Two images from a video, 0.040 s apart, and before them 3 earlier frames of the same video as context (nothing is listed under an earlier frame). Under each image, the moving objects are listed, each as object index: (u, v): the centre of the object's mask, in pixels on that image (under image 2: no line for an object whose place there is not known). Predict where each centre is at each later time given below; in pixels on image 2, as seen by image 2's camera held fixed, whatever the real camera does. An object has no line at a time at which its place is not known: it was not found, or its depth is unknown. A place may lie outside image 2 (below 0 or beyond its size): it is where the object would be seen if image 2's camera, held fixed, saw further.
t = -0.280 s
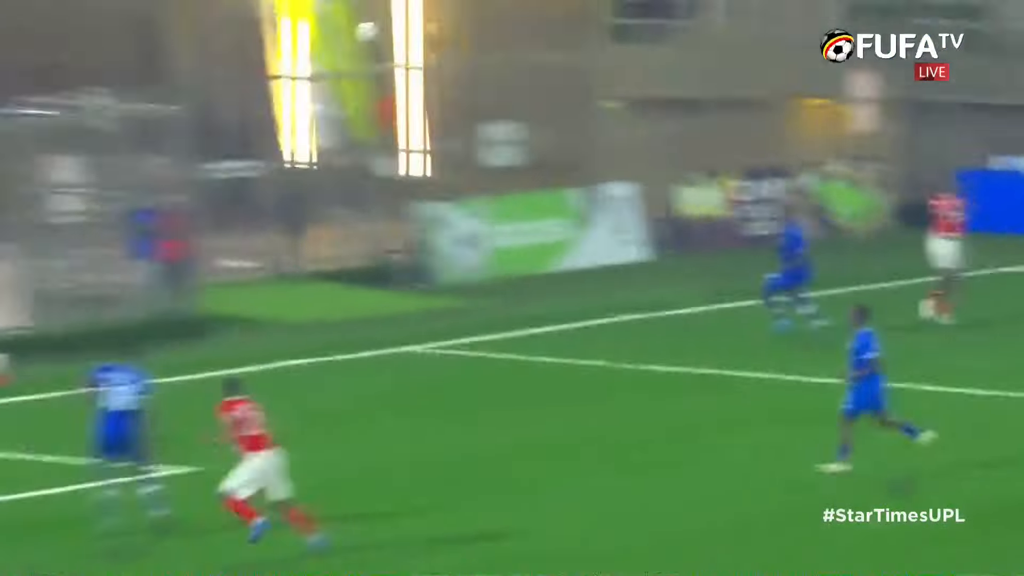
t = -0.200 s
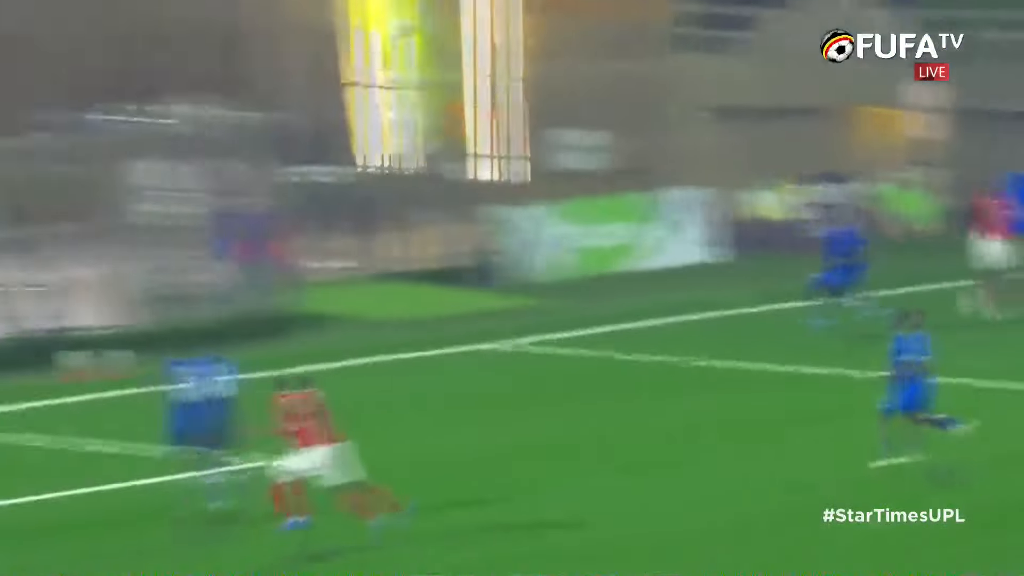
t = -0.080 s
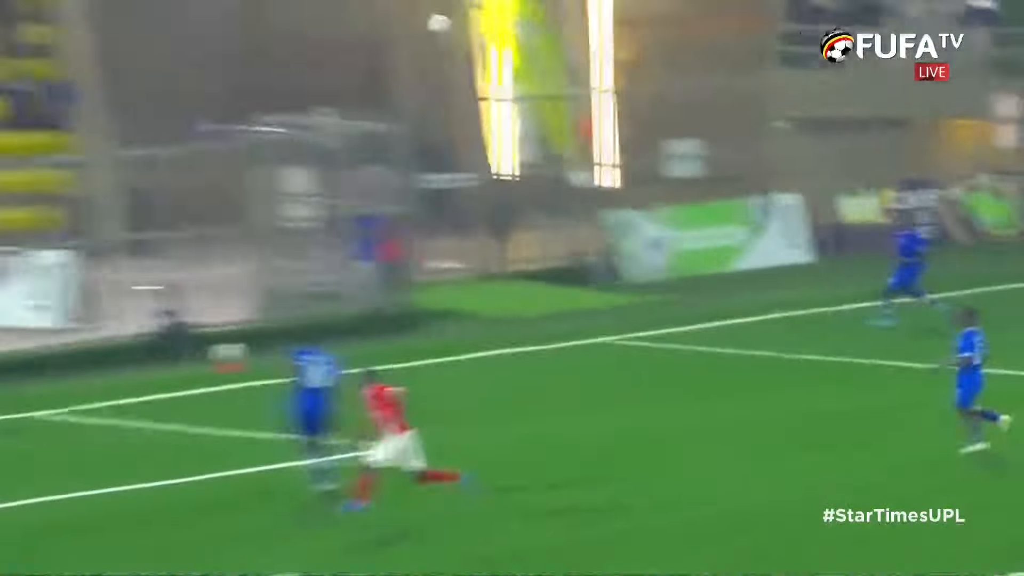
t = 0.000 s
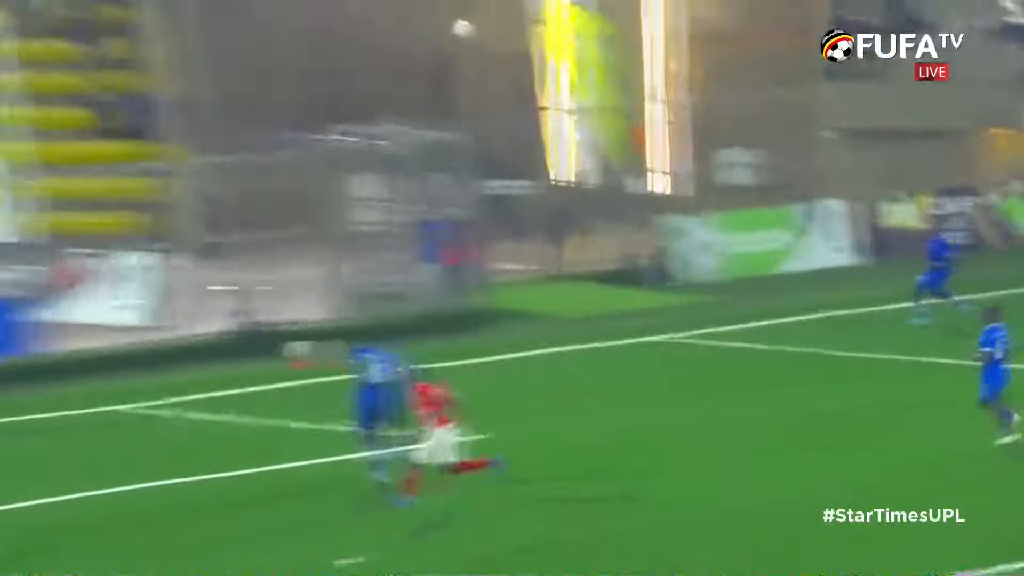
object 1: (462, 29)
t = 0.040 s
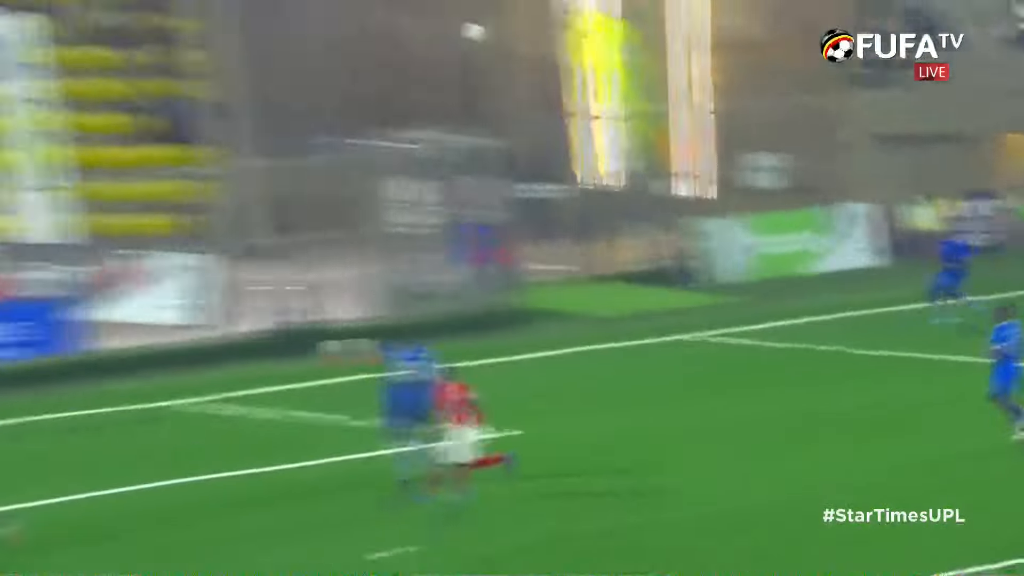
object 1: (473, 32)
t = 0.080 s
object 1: (454, 29)
